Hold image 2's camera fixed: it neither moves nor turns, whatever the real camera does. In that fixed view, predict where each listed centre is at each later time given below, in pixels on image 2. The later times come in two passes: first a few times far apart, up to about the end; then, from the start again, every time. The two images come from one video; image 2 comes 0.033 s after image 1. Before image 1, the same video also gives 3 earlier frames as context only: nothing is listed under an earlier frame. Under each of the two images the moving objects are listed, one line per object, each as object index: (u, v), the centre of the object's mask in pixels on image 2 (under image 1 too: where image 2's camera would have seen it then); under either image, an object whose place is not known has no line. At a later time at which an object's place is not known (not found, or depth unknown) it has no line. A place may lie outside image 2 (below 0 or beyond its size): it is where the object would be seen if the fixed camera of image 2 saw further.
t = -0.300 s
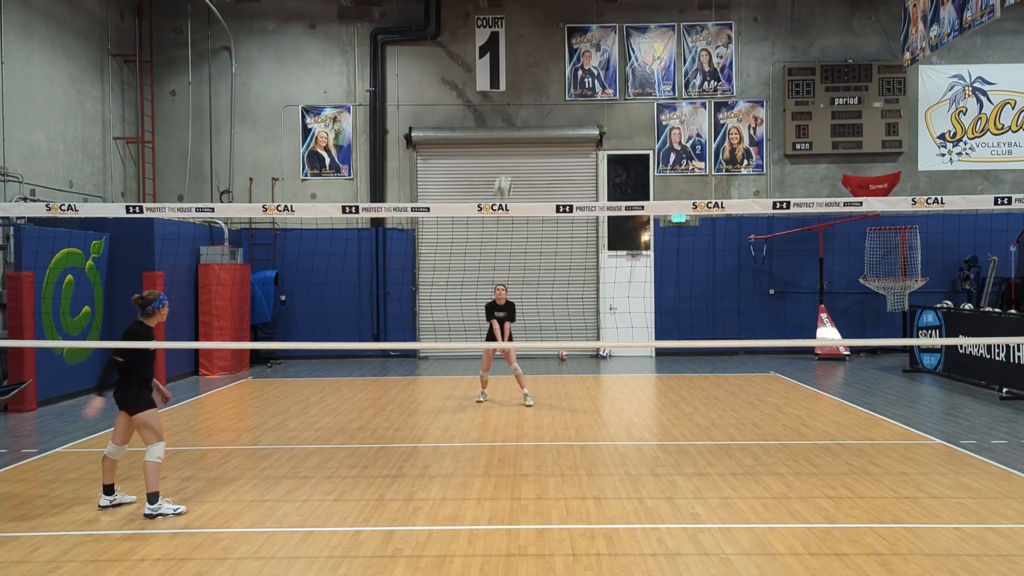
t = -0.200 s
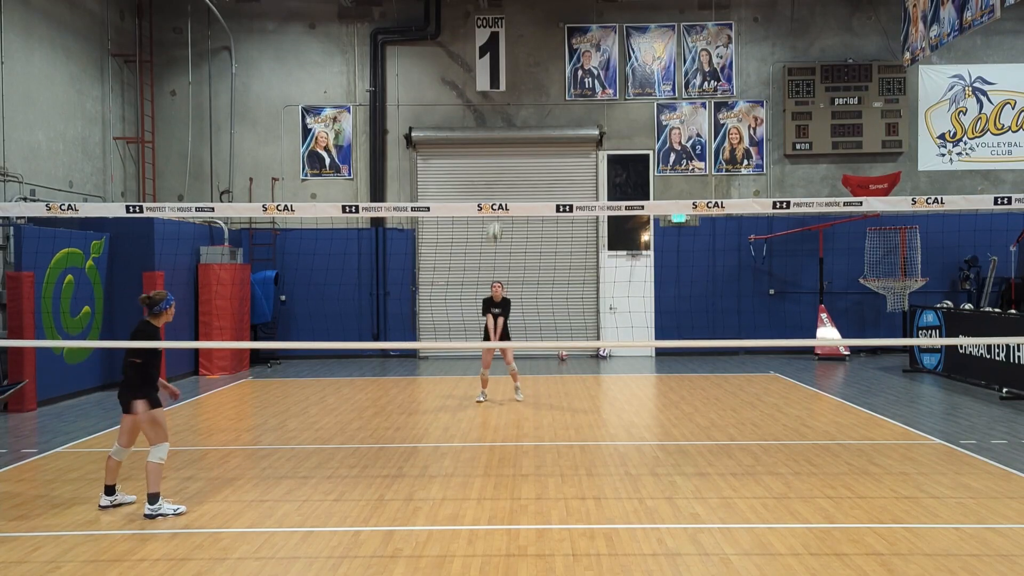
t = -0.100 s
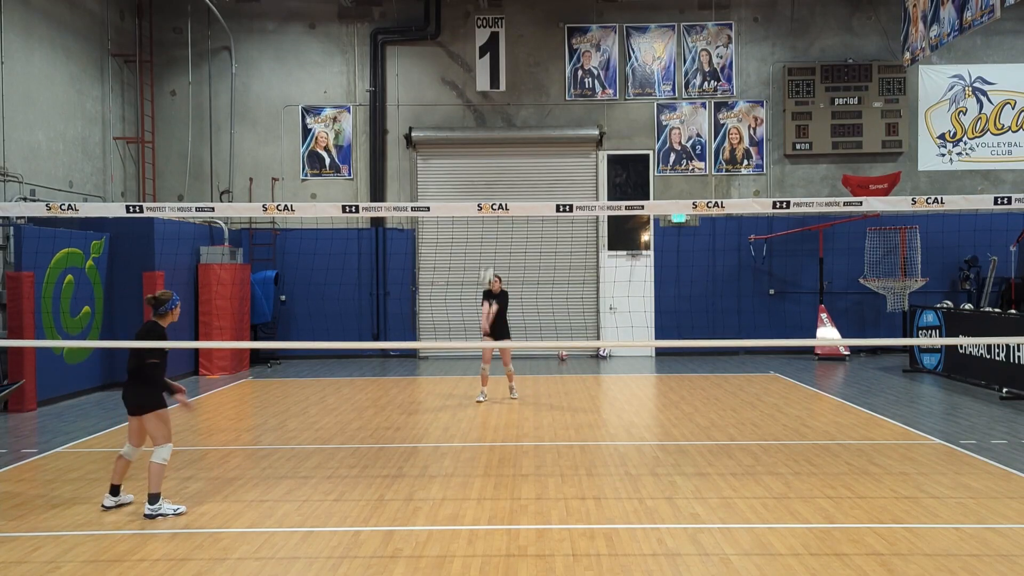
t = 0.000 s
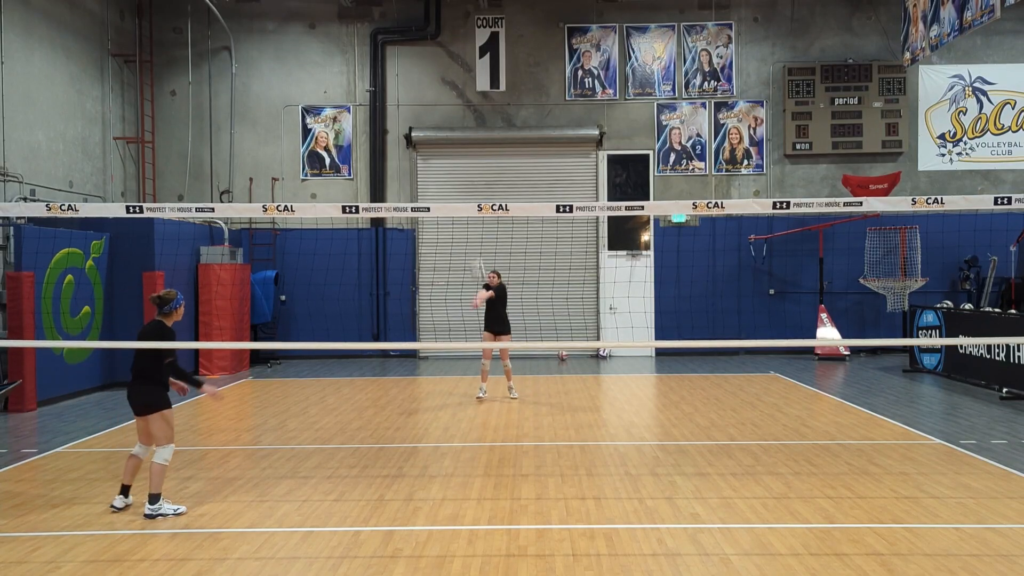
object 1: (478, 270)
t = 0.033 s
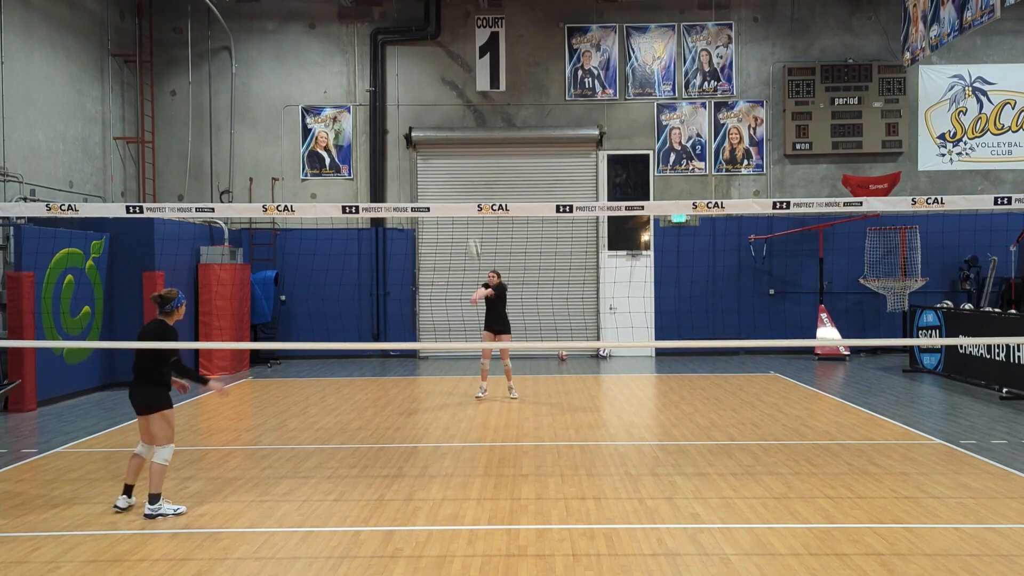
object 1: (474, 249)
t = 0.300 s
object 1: (443, 115)
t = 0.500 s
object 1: (415, 41)
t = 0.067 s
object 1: (471, 230)
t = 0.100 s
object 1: (469, 220)
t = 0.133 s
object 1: (463, 193)
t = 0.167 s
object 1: (459, 176)
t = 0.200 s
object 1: (455, 160)
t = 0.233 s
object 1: (451, 144)
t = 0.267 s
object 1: (447, 129)
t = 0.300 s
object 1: (443, 115)
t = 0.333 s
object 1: (438, 100)
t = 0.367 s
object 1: (434, 86)
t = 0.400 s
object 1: (429, 73)
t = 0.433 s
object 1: (424, 61)
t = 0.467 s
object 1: (420, 51)
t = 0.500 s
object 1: (415, 41)
